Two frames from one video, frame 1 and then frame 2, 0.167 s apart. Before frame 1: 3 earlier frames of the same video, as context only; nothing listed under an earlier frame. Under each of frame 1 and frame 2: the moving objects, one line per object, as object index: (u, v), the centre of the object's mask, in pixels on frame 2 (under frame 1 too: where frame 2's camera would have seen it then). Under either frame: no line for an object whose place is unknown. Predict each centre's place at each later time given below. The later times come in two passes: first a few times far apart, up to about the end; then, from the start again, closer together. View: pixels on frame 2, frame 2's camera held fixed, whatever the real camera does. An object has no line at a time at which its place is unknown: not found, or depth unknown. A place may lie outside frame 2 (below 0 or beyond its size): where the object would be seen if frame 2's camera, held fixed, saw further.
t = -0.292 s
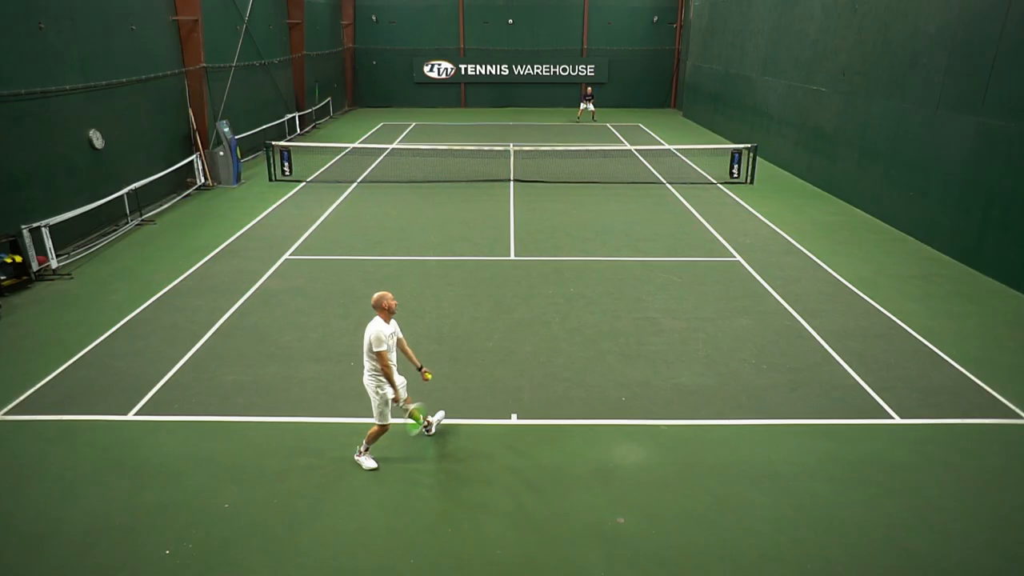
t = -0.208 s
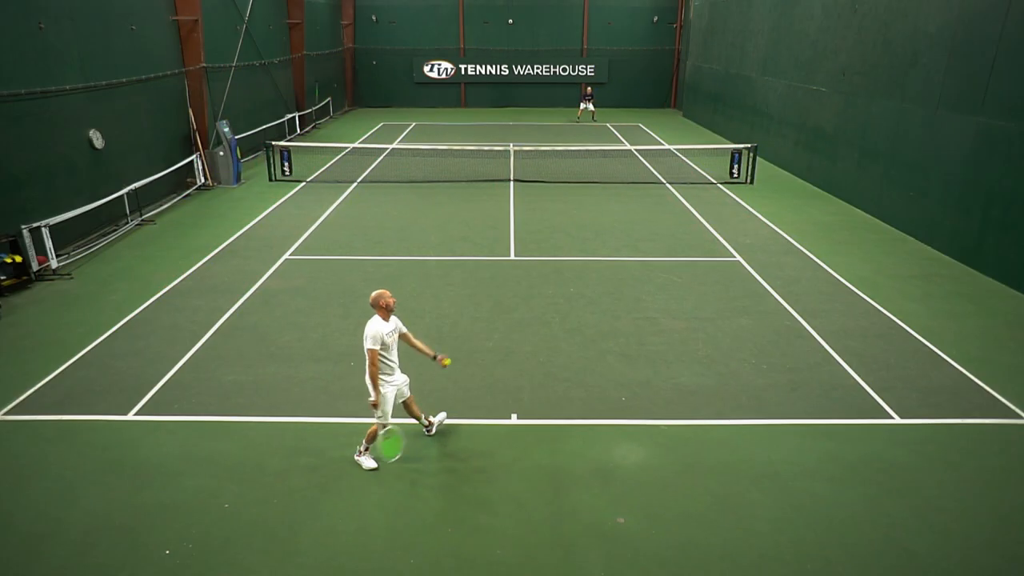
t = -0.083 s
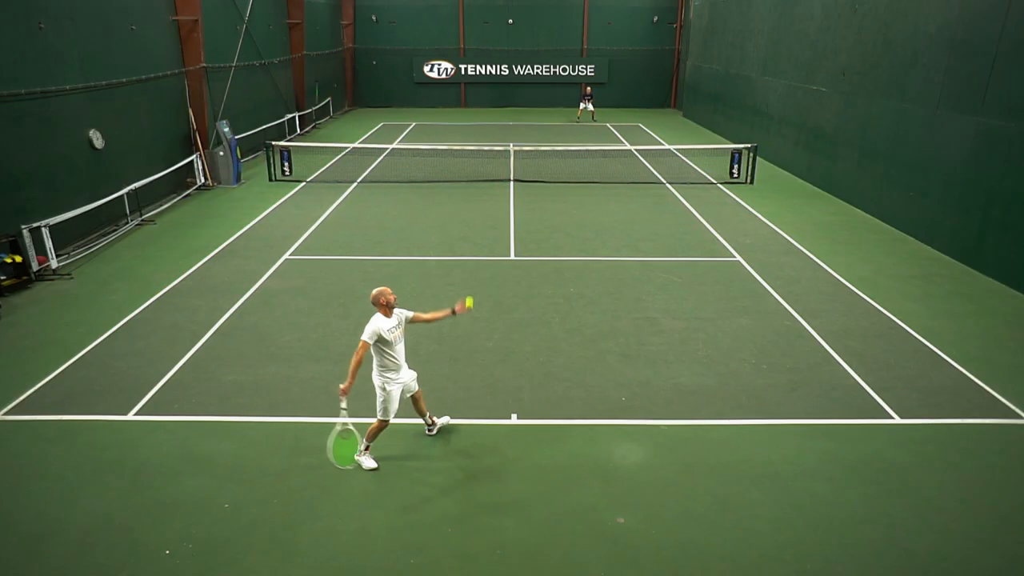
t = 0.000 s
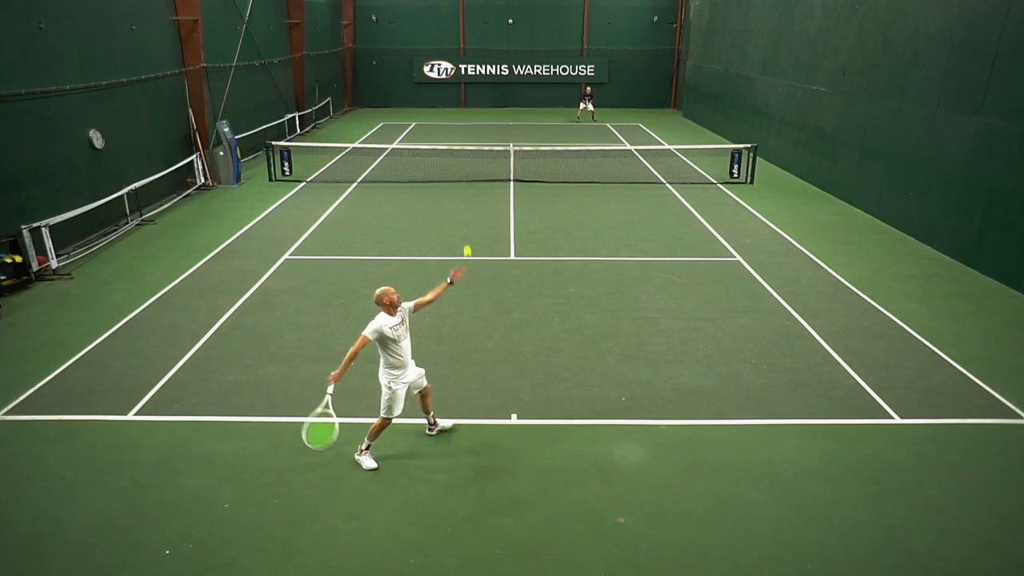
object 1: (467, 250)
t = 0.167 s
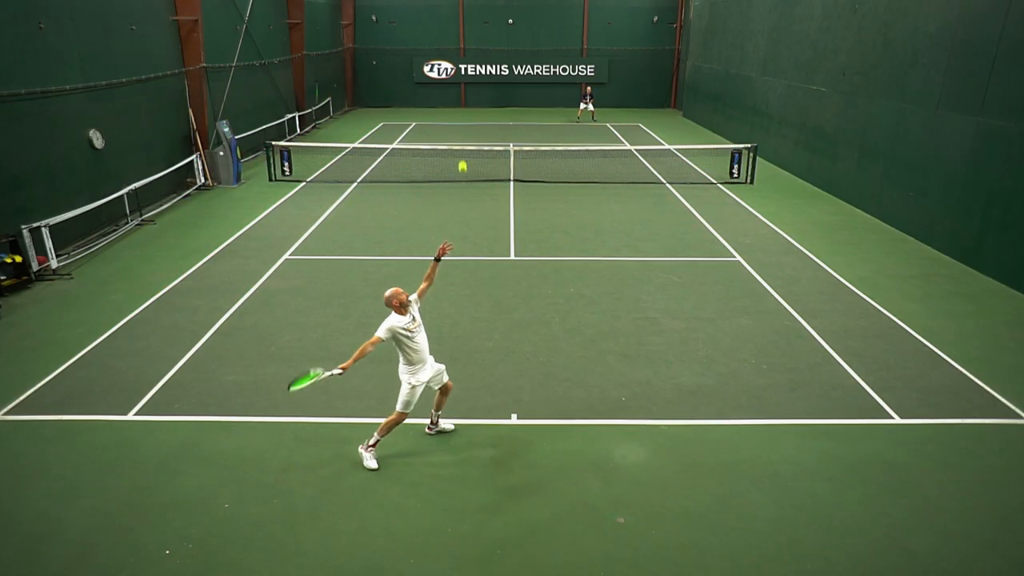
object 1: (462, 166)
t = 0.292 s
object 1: (459, 120)
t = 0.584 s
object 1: (453, 79)
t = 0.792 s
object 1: (450, 107)
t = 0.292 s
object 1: (459, 120)
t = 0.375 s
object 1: (457, 99)
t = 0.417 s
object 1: (456, 91)
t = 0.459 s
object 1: (455, 85)
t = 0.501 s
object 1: (455, 81)
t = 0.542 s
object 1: (454, 79)
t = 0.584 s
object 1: (453, 79)
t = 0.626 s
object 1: (453, 81)
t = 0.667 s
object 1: (452, 85)
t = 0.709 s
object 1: (451, 90)
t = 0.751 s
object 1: (451, 98)
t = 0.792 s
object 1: (450, 107)
